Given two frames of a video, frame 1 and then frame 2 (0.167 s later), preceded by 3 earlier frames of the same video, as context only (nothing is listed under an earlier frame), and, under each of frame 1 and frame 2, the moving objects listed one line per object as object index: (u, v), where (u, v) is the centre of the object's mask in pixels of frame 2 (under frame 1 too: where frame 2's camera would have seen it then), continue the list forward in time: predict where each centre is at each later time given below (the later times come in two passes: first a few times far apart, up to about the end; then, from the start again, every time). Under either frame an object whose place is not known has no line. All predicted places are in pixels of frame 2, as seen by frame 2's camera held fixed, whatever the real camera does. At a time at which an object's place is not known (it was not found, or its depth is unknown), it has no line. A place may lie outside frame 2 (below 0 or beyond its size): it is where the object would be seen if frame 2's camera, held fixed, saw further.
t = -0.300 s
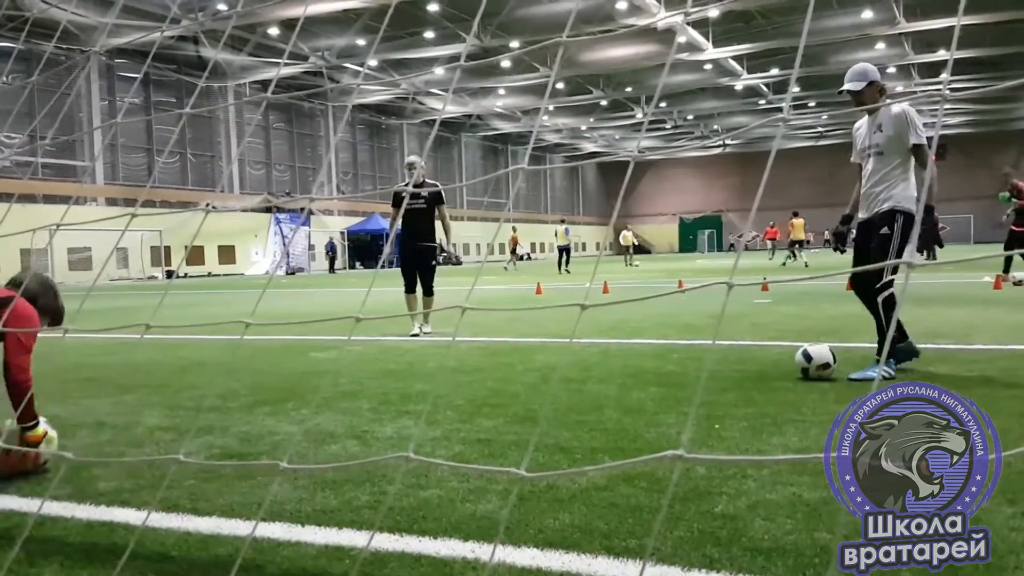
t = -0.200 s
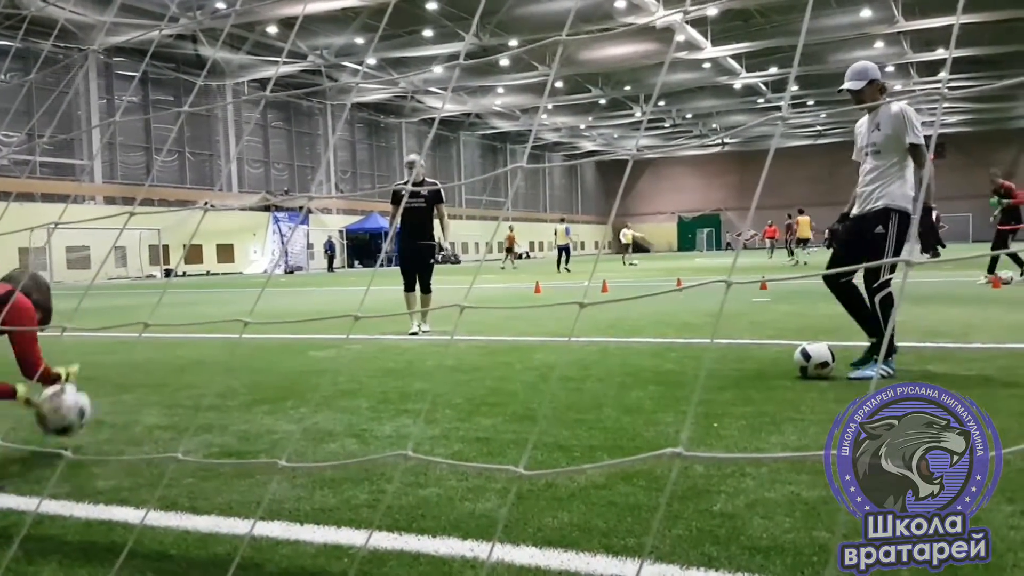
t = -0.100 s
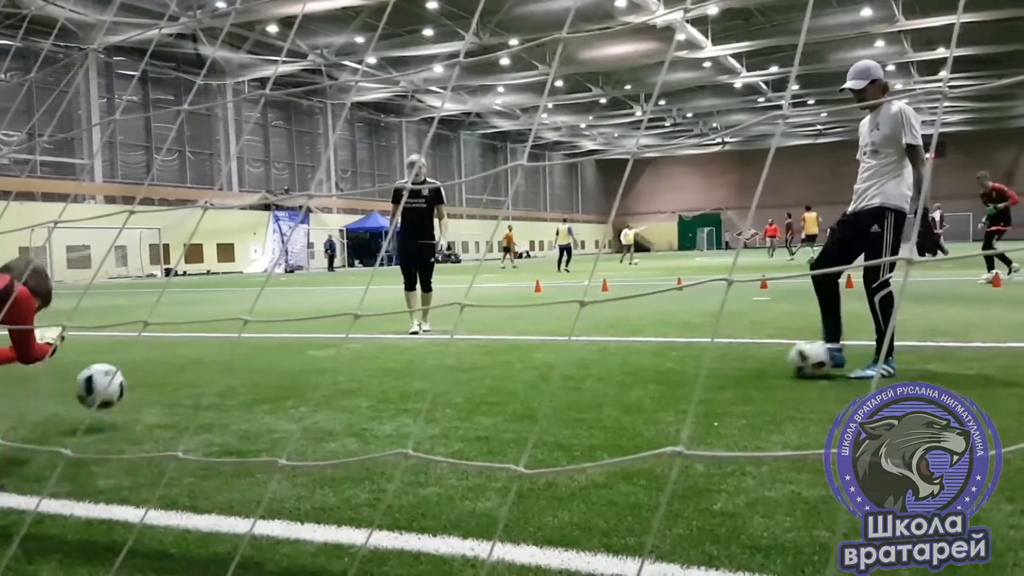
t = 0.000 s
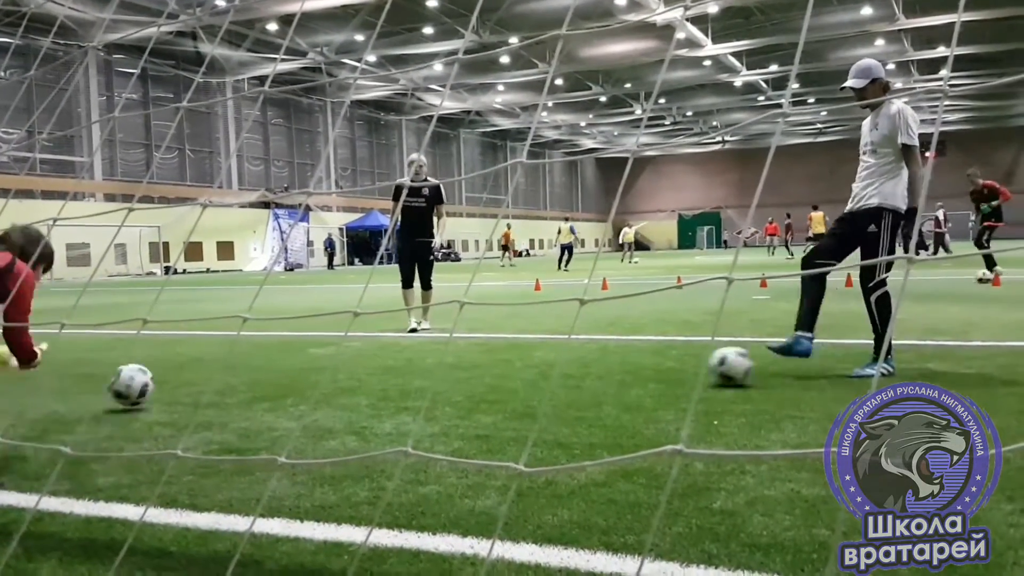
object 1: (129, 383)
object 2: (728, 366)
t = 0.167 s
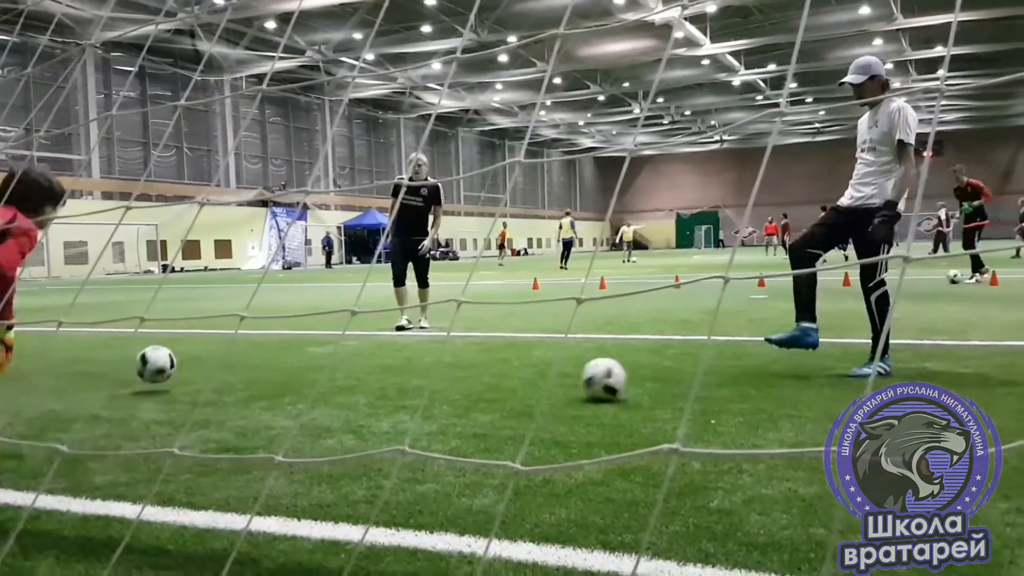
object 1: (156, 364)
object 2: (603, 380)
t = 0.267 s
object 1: (168, 368)
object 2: (533, 388)
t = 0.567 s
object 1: (196, 349)
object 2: (316, 416)
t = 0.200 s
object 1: (160, 364)
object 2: (581, 382)
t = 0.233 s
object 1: (164, 366)
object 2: (556, 386)
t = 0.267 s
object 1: (168, 368)
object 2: (533, 388)
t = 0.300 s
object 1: (172, 363)
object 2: (512, 391)
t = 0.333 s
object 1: (176, 358)
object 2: (489, 393)
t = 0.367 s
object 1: (179, 356)
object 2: (465, 396)
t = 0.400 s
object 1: (182, 357)
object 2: (443, 400)
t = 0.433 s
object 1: (185, 358)
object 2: (418, 401)
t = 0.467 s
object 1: (188, 355)
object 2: (395, 405)
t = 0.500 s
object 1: (191, 351)
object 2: (369, 409)
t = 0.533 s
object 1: (194, 350)
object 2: (345, 412)
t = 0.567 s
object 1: (196, 349)
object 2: (316, 416)
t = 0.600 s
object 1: (199, 350)
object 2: (291, 419)
